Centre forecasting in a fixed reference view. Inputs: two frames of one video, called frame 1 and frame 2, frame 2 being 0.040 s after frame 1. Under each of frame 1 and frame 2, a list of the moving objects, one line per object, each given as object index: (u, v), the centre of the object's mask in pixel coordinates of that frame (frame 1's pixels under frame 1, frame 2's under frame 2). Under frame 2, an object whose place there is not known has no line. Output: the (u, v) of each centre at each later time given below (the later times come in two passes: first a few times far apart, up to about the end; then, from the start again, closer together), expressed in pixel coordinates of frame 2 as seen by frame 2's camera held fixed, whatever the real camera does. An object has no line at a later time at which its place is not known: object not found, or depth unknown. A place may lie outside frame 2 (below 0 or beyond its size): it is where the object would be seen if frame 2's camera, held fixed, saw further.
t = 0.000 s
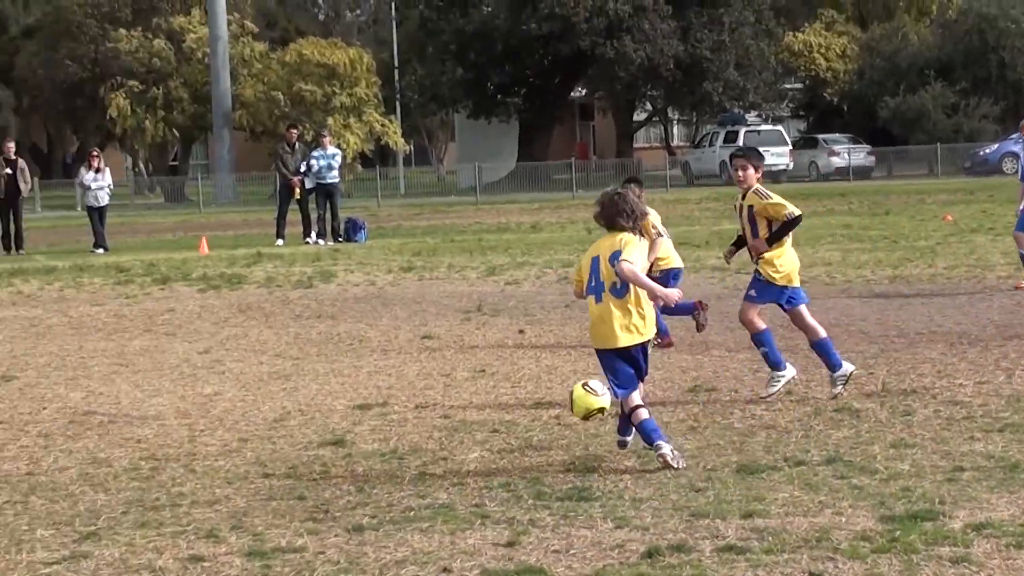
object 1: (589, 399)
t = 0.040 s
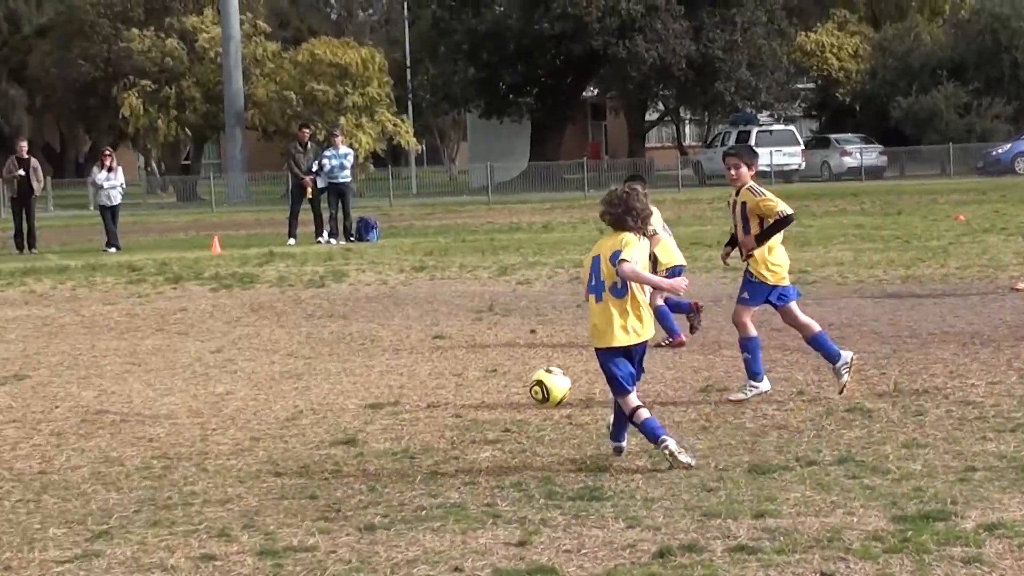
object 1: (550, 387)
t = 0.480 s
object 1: (154, 347)
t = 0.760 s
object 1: (3, 364)
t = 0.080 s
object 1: (501, 378)
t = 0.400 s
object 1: (204, 361)
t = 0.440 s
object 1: (179, 352)
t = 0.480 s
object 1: (154, 347)
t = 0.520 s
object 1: (131, 344)
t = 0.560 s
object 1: (107, 344)
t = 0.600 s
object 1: (84, 346)
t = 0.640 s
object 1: (63, 351)
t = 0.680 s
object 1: (41, 359)
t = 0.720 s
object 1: (21, 369)
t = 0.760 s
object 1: (3, 364)
